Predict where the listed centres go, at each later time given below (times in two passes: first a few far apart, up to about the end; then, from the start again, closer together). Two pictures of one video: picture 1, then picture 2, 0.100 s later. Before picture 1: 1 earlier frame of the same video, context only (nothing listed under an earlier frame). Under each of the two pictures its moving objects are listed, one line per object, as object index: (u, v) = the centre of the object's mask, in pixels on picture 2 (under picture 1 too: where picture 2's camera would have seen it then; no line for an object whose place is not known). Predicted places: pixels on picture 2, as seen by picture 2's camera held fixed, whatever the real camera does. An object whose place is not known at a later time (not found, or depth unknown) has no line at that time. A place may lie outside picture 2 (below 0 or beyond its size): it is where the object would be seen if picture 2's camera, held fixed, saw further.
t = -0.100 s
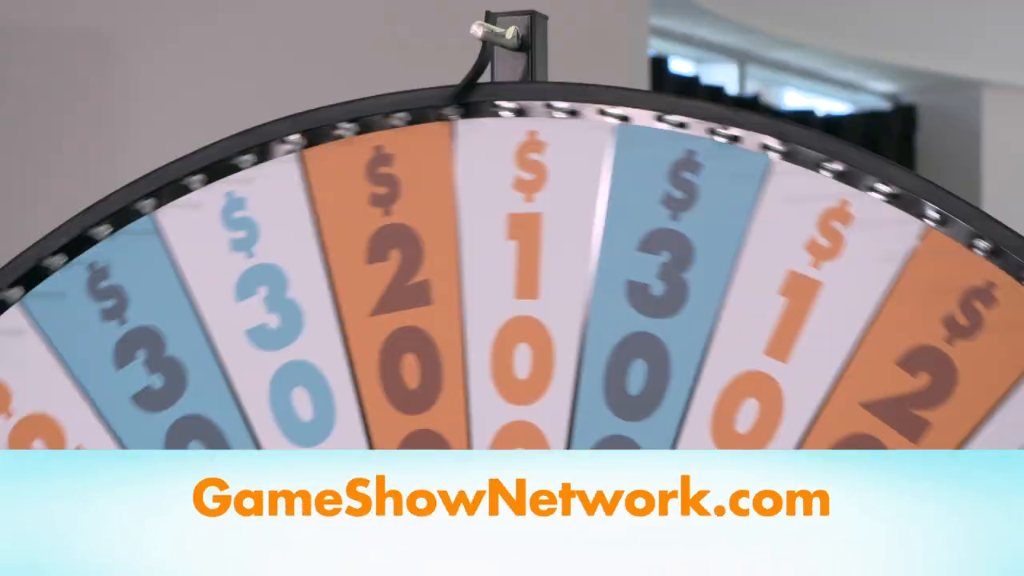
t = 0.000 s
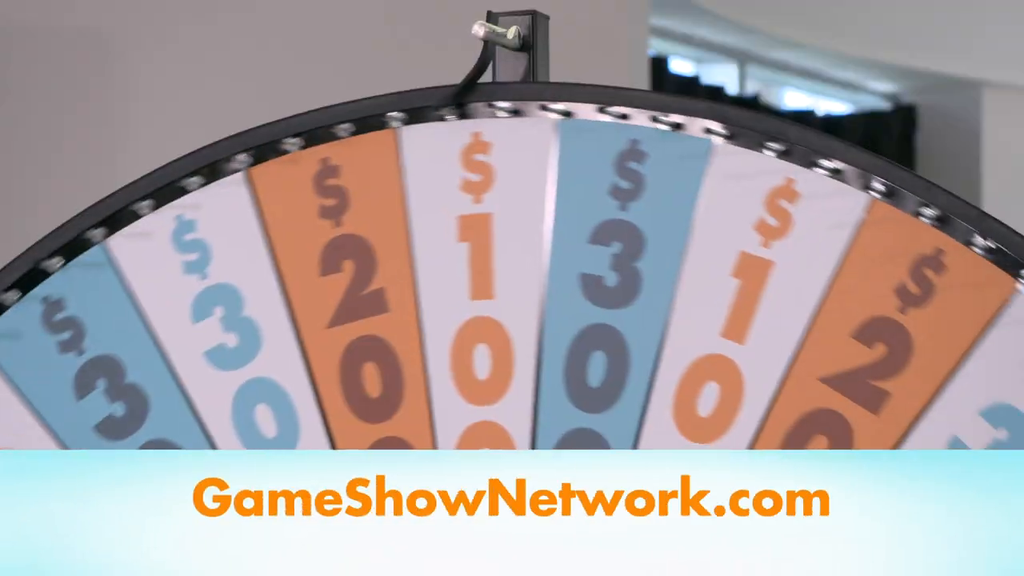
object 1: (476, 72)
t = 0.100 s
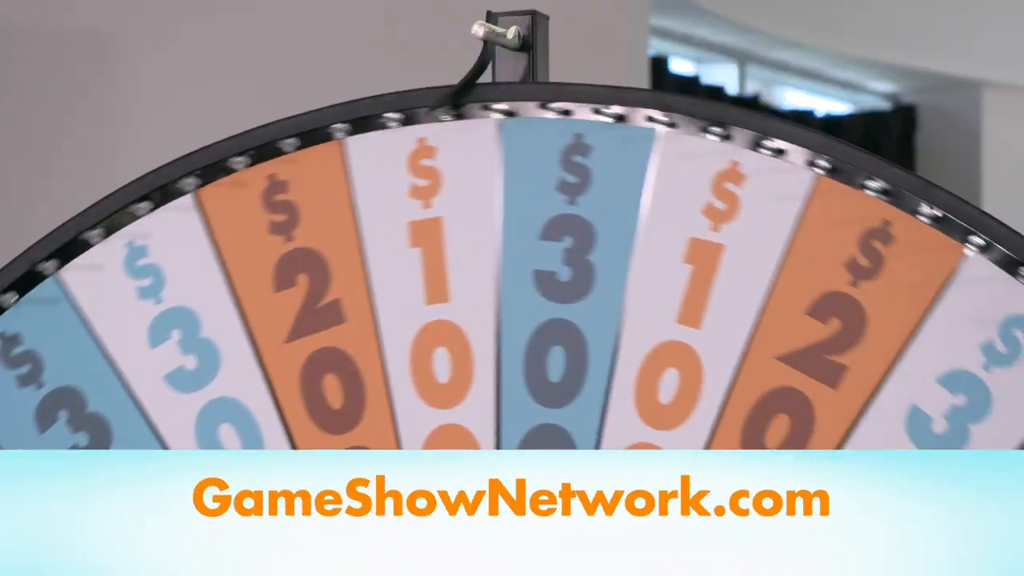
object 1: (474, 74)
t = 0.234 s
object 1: (478, 67)
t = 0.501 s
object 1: (475, 74)
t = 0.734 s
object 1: (470, 77)
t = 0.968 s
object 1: (482, 63)
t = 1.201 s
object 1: (478, 69)
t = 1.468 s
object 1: (478, 73)
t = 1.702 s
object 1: (481, 64)
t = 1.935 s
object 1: (474, 74)
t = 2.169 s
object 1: (479, 73)
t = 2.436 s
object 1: (480, 73)
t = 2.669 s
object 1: (474, 75)
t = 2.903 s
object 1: (470, 77)
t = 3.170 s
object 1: (479, 73)
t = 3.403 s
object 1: (476, 75)
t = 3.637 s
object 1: (474, 74)
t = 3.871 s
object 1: (475, 75)
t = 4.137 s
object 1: (475, 73)
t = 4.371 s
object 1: (479, 74)
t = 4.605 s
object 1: (483, 72)
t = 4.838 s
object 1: (474, 76)
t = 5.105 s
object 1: (480, 73)
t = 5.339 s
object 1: (475, 82)
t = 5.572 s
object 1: (485, 72)
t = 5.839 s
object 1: (477, 73)
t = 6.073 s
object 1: (474, 73)
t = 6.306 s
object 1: (476, 74)
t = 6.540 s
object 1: (476, 73)
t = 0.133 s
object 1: (470, 77)
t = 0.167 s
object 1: (476, 74)
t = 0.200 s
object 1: (471, 75)
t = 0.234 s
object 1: (478, 67)
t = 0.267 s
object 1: (476, 73)
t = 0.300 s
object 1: (472, 75)
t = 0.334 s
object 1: (470, 75)
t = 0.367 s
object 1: (478, 72)
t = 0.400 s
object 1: (473, 75)
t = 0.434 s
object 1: (471, 81)
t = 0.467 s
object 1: (480, 74)
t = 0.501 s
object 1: (475, 74)
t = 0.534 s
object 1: (476, 71)
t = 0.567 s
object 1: (479, 74)
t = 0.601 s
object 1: (474, 75)
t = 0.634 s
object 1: (469, 77)
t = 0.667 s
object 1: (478, 72)
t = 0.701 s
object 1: (475, 73)
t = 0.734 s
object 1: (470, 77)
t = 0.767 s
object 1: (480, 73)
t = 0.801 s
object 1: (477, 75)
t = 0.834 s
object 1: (472, 76)
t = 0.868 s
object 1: (481, 73)
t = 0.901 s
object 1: (478, 75)
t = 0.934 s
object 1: (474, 75)
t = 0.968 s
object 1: (482, 63)
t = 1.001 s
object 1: (479, 75)
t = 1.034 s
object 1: (475, 75)
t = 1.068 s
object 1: (471, 76)
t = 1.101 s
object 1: (479, 73)
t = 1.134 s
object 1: (477, 73)
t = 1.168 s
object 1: (473, 74)
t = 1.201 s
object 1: (478, 69)
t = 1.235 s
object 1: (478, 73)
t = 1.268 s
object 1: (476, 74)
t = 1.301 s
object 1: (475, 72)
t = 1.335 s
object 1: (480, 72)
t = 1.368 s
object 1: (478, 73)
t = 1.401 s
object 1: (473, 75)
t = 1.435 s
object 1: (469, 76)
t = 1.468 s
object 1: (478, 73)
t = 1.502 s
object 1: (476, 72)
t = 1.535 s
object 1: (473, 73)
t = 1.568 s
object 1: (470, 77)
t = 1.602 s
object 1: (478, 74)
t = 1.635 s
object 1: (476, 73)
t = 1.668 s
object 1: (470, 78)
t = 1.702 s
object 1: (481, 64)
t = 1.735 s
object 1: (479, 74)
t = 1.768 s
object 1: (476, 74)
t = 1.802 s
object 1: (471, 76)
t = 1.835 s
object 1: (480, 64)
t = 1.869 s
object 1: (479, 72)
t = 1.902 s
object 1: (475, 73)
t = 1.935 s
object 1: (474, 74)
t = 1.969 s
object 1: (472, 72)
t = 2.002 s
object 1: (478, 74)
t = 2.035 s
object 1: (476, 73)
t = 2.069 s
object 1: (472, 75)
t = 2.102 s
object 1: (471, 75)
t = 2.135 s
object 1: (481, 73)
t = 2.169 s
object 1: (479, 73)
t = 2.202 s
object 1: (476, 73)
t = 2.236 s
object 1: (474, 73)
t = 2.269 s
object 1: (481, 63)
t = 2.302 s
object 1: (479, 75)
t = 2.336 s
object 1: (477, 74)
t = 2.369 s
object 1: (473, 76)
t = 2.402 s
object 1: (471, 76)
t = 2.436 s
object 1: (480, 73)
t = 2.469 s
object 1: (478, 75)
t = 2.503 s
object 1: (476, 73)
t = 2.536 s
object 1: (473, 75)
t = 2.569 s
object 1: (471, 76)
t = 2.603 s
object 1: (477, 82)
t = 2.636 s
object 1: (479, 72)
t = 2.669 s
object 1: (474, 75)
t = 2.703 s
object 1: (472, 75)
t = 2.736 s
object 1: (472, 74)
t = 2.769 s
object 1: (475, 81)
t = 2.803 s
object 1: (476, 75)
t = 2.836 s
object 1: (476, 73)
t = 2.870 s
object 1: (472, 76)
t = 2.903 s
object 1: (470, 77)
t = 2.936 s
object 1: (476, 82)
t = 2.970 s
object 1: (480, 73)
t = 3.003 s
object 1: (477, 74)
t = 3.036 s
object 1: (475, 74)
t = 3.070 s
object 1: (472, 76)
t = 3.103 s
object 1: (476, 71)
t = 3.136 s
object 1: (475, 84)
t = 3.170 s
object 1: (479, 73)
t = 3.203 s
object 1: (475, 75)
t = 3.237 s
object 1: (473, 75)
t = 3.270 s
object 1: (469, 77)
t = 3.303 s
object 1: (475, 71)
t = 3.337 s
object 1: (475, 84)
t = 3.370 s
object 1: (479, 73)
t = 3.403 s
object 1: (476, 75)
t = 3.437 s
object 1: (474, 75)
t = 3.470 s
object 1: (473, 74)
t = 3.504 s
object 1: (473, 74)
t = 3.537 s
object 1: (476, 84)
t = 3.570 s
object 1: (479, 74)
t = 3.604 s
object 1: (476, 75)
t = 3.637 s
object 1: (474, 74)
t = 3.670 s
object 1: (473, 75)
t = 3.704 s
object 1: (472, 74)
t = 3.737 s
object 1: (472, 74)
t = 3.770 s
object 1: (475, 83)
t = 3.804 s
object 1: (480, 72)
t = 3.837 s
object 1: (477, 75)
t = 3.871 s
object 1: (475, 75)
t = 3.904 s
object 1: (474, 75)
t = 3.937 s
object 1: (471, 76)
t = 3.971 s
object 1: (469, 77)
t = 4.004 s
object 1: (481, 72)
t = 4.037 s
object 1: (479, 73)
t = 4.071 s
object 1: (478, 72)
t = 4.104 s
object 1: (475, 73)
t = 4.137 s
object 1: (475, 73)
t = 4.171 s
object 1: (473, 74)
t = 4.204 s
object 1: (471, 74)
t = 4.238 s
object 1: (472, 73)
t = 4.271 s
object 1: (483, 70)
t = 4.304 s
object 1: (482, 75)
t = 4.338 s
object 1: (481, 75)
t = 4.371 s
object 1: (479, 74)
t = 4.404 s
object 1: (478, 73)
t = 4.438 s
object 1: (480, 82)
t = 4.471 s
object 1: (477, 82)
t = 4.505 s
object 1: (476, 82)
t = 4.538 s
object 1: (474, 82)
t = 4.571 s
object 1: (473, 83)
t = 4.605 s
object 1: (483, 72)
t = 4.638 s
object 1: (482, 73)
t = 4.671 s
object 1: (481, 74)
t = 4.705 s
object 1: (480, 74)
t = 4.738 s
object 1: (478, 76)
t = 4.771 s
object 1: (477, 75)
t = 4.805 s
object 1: (475, 75)
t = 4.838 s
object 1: (474, 76)
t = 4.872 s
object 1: (472, 76)
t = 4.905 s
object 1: (471, 77)
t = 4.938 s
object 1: (470, 76)
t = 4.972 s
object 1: (482, 71)
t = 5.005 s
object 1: (482, 71)
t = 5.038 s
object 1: (481, 72)
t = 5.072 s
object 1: (481, 73)
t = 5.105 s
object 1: (480, 73)
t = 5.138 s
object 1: (479, 74)
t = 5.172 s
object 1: (478, 75)
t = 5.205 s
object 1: (476, 75)
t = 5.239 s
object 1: (480, 82)
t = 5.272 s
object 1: (478, 82)
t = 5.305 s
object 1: (476, 82)
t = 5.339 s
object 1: (475, 82)
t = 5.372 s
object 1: (473, 83)
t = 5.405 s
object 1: (473, 84)
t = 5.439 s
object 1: (472, 84)
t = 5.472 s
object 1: (472, 84)
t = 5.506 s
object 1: (481, 83)
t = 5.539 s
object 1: (483, 73)
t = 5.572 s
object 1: (485, 72)
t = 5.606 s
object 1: (484, 72)
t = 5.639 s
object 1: (482, 73)
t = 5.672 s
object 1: (481, 72)
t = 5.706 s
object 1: (480, 72)
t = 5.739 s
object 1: (479, 72)
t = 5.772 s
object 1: (478, 73)
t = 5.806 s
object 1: (477, 73)
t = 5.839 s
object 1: (477, 73)
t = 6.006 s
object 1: (472, 73)
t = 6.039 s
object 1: (473, 73)
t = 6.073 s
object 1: (474, 73)
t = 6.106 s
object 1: (474, 73)
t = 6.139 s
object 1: (474, 74)
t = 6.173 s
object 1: (474, 74)
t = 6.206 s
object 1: (475, 74)
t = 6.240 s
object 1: (475, 74)
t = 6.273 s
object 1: (476, 74)
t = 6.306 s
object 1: (476, 74)
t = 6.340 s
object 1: (476, 73)
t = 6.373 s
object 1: (476, 73)
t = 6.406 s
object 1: (476, 73)
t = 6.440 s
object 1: (476, 73)
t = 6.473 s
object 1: (476, 73)
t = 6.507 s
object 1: (477, 73)
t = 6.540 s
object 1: (476, 73)
